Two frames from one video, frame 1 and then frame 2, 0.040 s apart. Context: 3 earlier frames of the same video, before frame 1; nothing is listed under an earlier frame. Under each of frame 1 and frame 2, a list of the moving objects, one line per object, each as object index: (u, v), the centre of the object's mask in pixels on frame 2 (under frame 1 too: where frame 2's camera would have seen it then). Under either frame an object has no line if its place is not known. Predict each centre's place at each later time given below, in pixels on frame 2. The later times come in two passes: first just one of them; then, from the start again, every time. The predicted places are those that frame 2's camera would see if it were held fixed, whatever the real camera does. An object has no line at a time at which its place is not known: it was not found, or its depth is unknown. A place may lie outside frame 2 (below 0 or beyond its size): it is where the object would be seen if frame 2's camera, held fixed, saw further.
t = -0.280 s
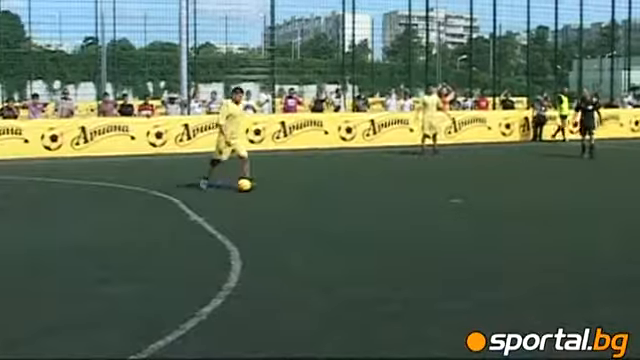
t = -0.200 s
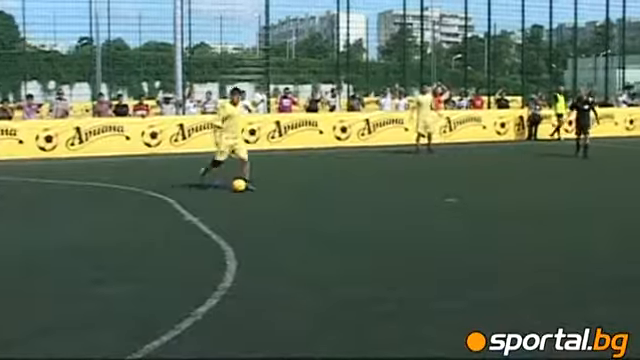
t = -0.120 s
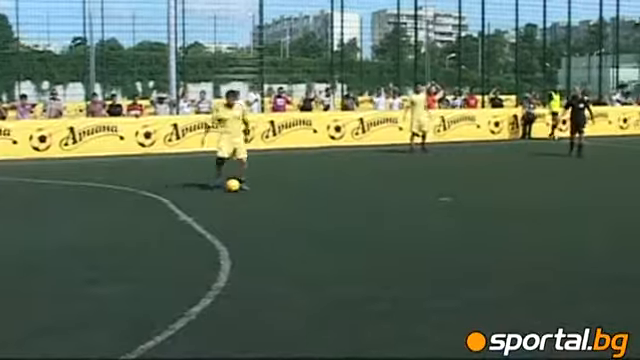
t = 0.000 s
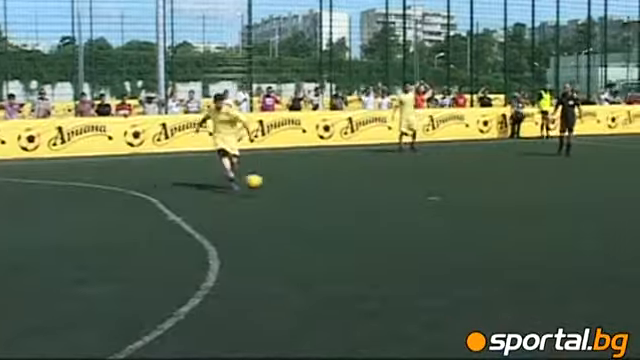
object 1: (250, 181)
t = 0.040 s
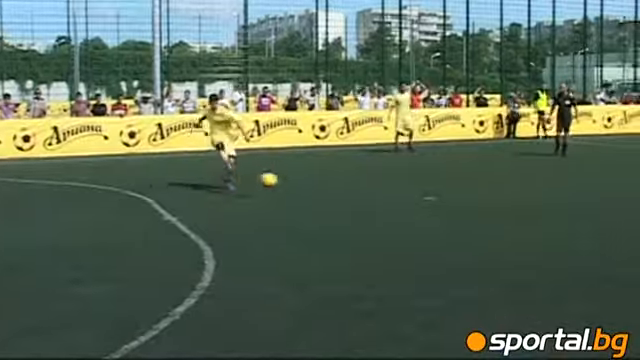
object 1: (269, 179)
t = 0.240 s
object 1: (387, 189)
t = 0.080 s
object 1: (288, 179)
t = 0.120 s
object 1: (311, 180)
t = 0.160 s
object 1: (335, 181)
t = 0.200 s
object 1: (360, 184)
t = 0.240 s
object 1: (387, 189)
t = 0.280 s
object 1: (416, 195)
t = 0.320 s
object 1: (446, 202)
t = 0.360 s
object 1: (479, 212)
